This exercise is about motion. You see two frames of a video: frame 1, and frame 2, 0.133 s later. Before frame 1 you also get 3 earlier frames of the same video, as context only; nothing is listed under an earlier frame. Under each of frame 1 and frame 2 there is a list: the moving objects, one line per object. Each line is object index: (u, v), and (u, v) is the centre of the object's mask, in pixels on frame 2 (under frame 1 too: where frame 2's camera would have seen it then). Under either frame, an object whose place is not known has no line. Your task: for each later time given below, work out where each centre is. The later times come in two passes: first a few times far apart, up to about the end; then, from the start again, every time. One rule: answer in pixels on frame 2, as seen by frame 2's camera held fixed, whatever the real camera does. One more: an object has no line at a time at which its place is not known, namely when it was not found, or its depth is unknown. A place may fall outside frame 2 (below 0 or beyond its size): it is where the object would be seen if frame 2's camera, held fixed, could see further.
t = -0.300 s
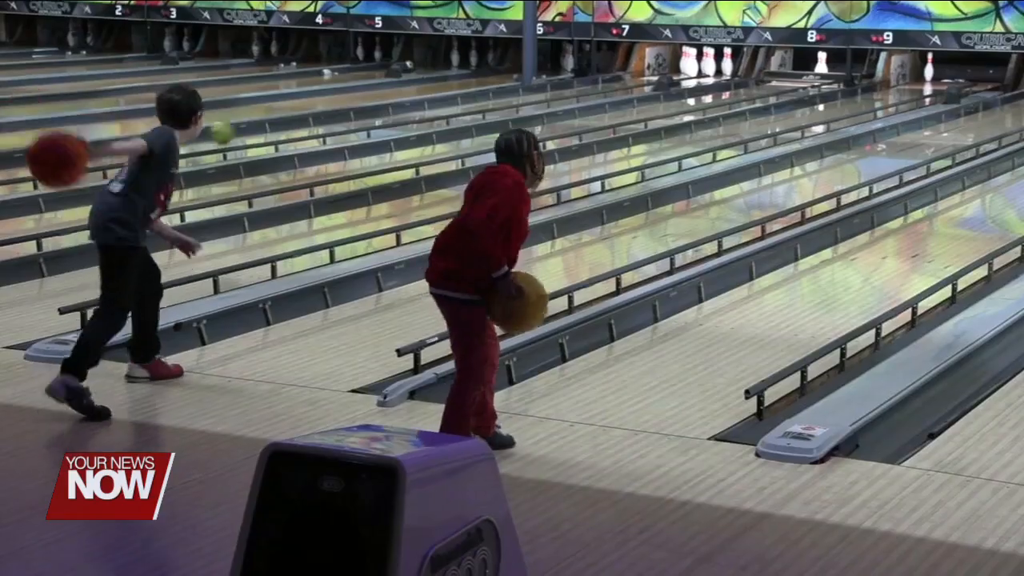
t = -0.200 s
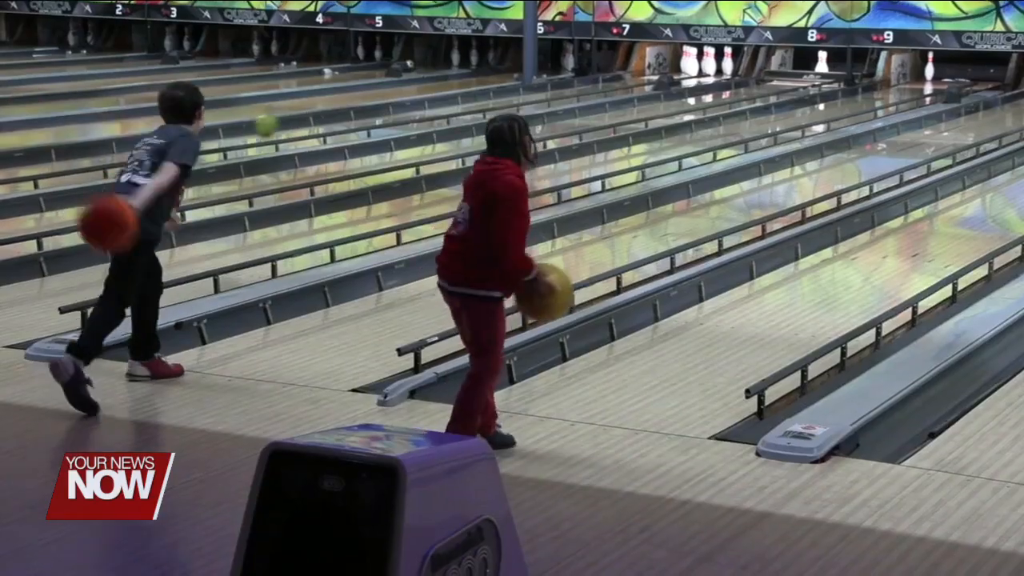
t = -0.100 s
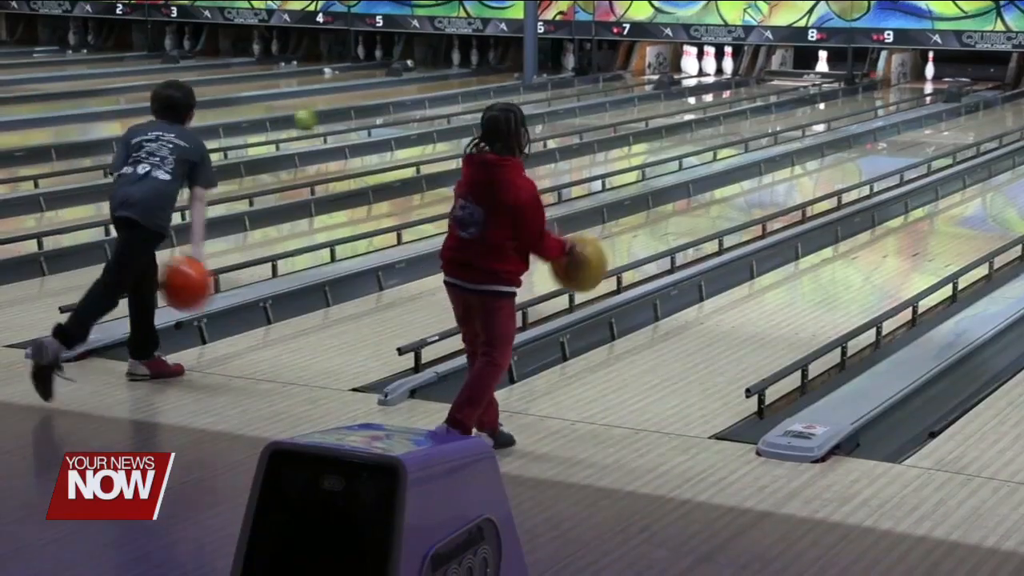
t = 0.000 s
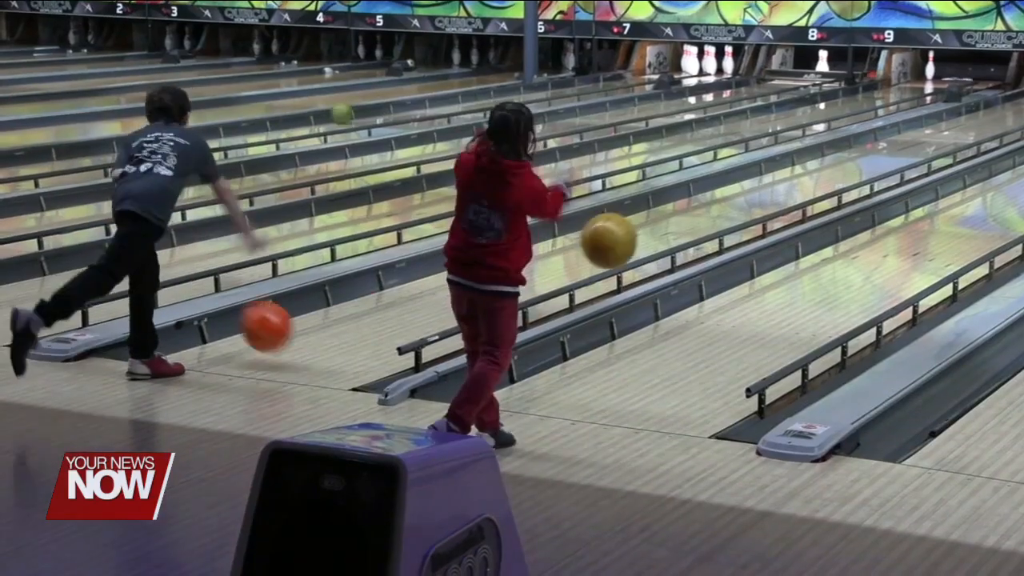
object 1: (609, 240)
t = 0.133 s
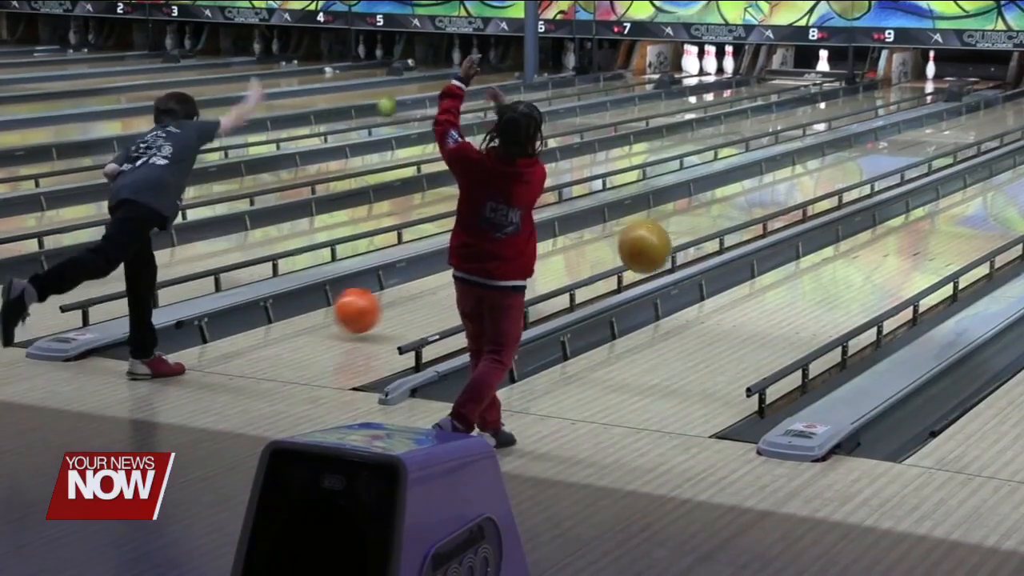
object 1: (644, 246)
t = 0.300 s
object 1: (683, 310)
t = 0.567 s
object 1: (735, 322)
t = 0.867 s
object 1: (782, 292)
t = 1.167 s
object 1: (821, 267)
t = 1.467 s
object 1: (854, 246)
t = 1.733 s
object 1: (879, 231)
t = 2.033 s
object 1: (903, 215)
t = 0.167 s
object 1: (652, 255)
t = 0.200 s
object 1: (661, 266)
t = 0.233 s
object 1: (668, 279)
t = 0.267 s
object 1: (676, 294)
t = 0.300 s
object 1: (683, 310)
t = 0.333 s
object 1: (690, 332)
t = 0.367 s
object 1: (697, 345)
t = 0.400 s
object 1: (704, 339)
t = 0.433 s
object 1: (710, 335)
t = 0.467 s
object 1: (716, 334)
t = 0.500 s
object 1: (723, 330)
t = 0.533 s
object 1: (729, 326)
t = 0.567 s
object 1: (735, 322)
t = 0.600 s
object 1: (741, 319)
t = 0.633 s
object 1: (746, 315)
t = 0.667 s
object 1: (752, 312)
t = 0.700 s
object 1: (757, 309)
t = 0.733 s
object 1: (763, 305)
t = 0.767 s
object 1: (768, 302)
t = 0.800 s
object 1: (773, 298)
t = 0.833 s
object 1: (778, 295)
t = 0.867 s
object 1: (782, 292)
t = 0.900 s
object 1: (787, 289)
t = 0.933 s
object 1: (792, 286)
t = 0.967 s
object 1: (796, 283)
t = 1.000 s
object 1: (801, 280)
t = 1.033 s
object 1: (805, 278)
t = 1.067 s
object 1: (809, 275)
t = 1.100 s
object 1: (813, 272)
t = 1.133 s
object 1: (817, 270)
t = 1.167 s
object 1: (821, 267)
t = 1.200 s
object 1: (825, 265)
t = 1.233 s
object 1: (829, 262)
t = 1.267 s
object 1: (832, 260)
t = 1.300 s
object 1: (836, 257)
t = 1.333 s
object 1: (840, 255)
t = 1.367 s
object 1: (843, 253)
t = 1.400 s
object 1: (847, 251)
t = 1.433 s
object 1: (850, 248)
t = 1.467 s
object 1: (854, 246)
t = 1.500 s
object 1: (857, 244)
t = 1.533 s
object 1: (860, 242)
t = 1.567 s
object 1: (863, 240)
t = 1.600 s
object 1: (866, 238)
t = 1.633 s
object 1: (870, 236)
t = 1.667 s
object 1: (873, 234)
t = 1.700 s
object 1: (876, 232)
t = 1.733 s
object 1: (879, 231)
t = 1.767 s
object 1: (882, 229)
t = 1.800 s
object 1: (884, 227)
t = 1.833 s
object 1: (887, 225)
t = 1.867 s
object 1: (890, 224)
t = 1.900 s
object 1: (893, 222)
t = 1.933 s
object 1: (895, 220)
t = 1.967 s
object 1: (898, 218)
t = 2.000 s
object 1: (901, 216)
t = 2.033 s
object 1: (903, 215)
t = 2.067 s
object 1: (906, 213)
